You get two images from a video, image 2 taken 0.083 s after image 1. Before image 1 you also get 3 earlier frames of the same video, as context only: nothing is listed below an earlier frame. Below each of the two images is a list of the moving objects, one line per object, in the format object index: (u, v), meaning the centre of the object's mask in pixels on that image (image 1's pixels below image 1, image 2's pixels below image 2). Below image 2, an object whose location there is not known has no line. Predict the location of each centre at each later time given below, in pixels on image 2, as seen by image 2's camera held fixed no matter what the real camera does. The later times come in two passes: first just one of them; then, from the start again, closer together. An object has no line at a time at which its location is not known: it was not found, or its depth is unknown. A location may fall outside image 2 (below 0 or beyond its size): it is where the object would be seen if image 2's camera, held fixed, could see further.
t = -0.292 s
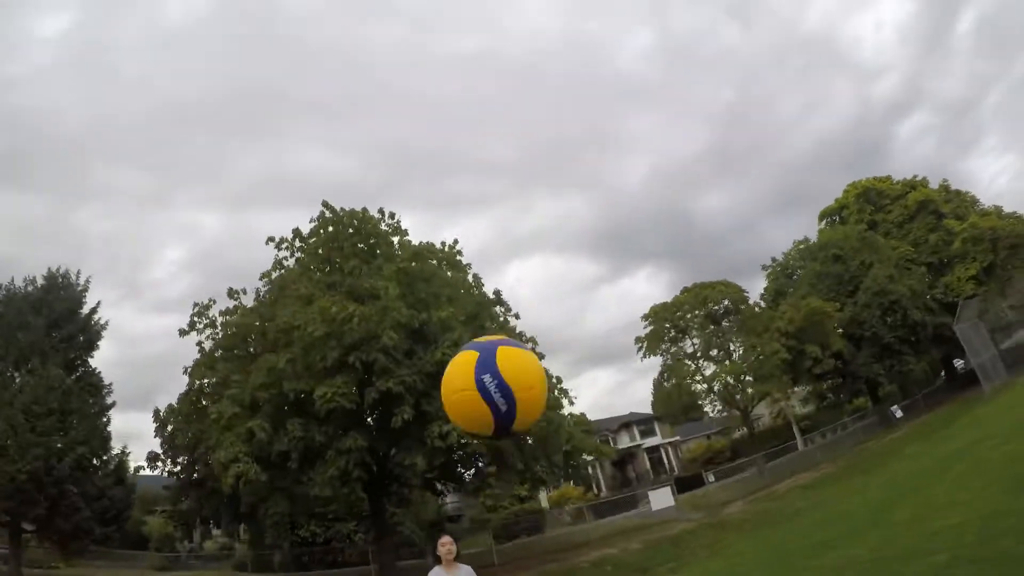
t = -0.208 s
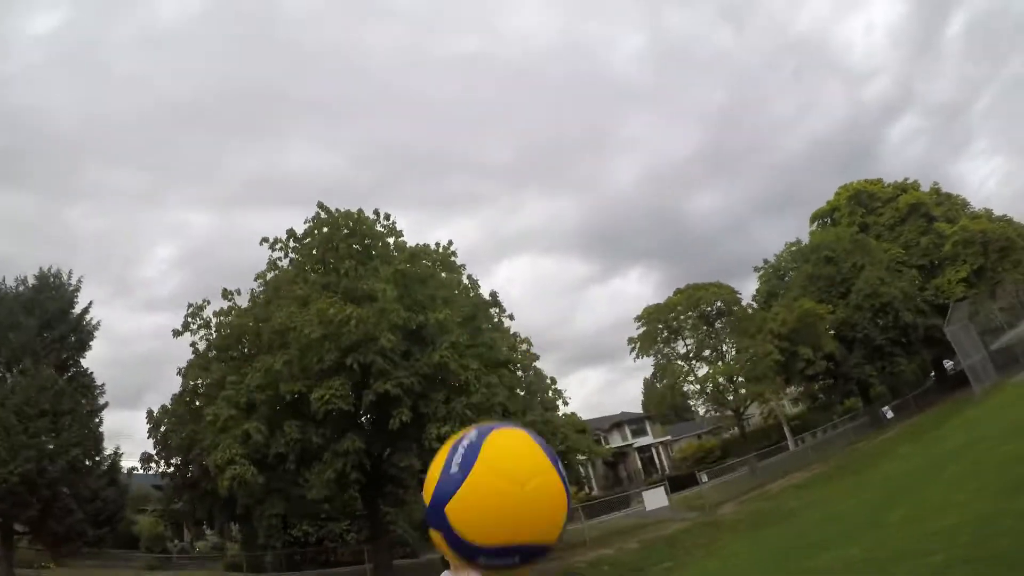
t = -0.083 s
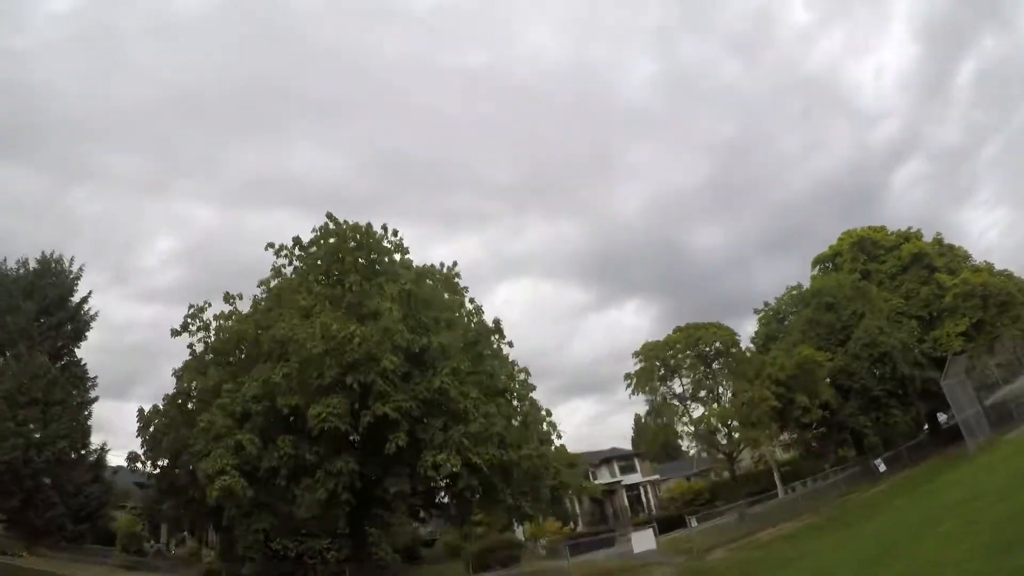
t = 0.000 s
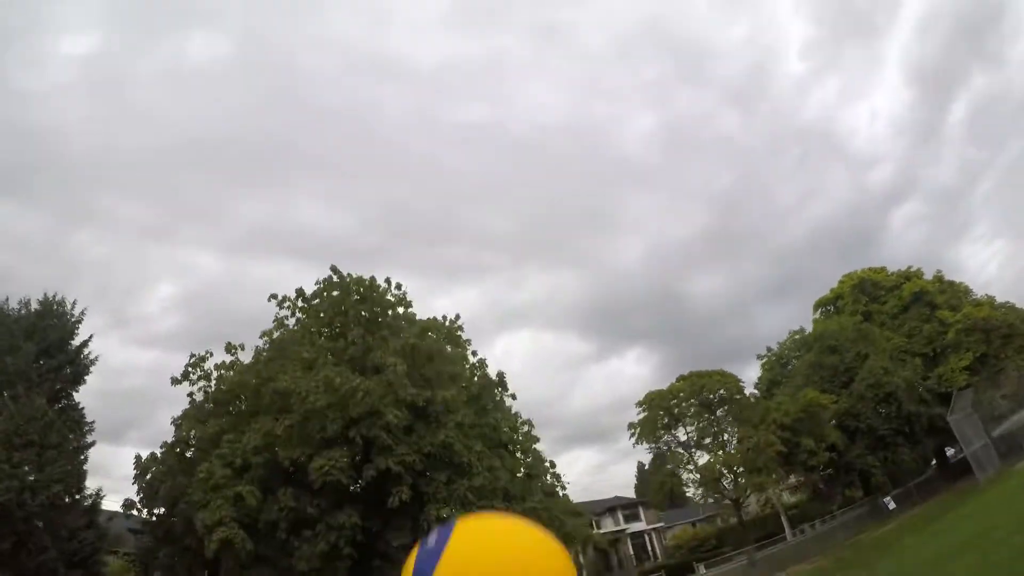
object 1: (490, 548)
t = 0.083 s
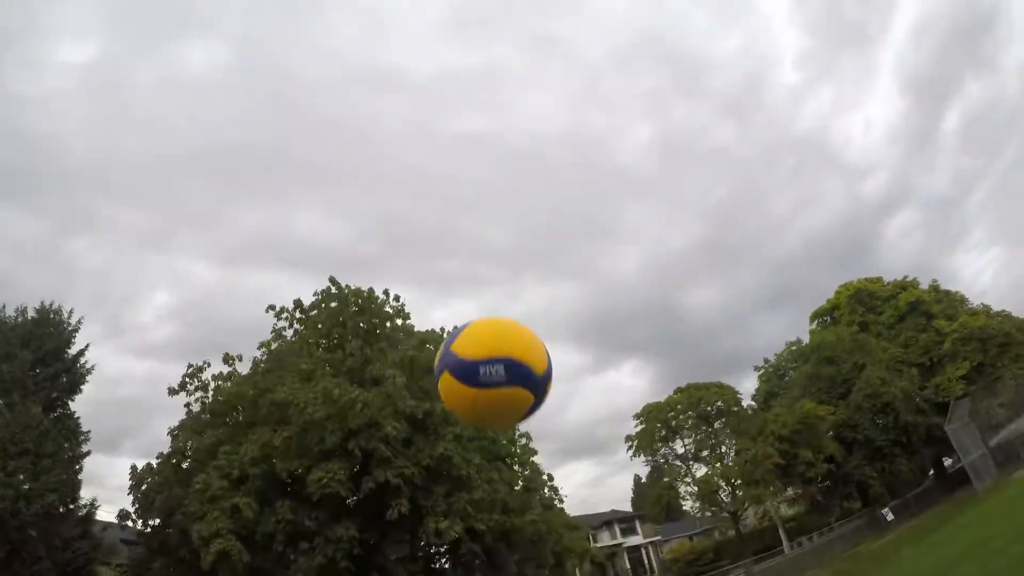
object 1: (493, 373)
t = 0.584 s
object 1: (466, 249)
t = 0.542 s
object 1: (472, 256)
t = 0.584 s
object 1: (466, 249)
